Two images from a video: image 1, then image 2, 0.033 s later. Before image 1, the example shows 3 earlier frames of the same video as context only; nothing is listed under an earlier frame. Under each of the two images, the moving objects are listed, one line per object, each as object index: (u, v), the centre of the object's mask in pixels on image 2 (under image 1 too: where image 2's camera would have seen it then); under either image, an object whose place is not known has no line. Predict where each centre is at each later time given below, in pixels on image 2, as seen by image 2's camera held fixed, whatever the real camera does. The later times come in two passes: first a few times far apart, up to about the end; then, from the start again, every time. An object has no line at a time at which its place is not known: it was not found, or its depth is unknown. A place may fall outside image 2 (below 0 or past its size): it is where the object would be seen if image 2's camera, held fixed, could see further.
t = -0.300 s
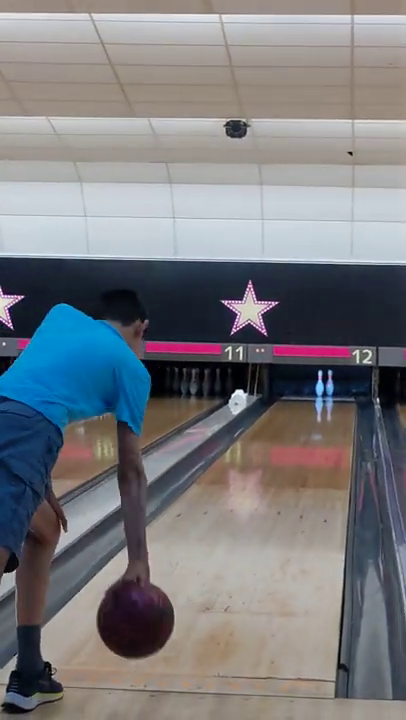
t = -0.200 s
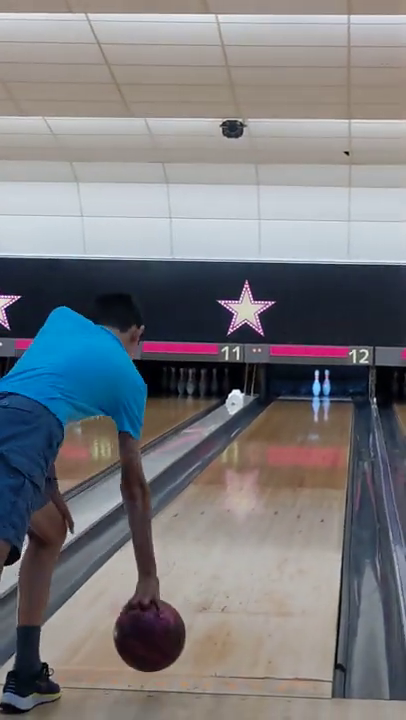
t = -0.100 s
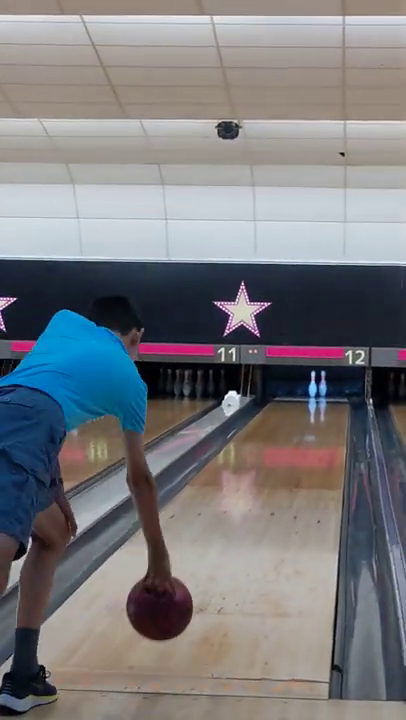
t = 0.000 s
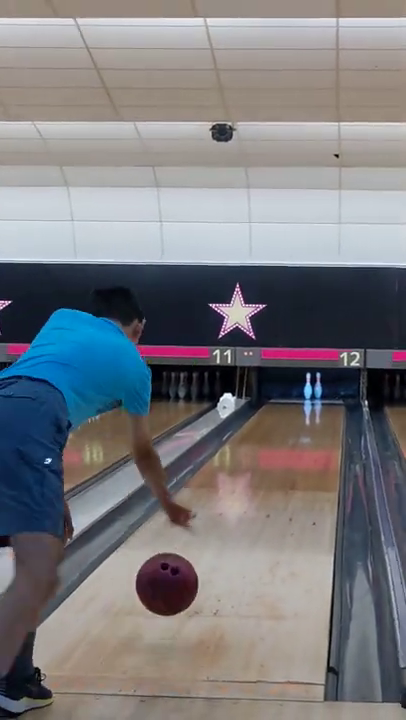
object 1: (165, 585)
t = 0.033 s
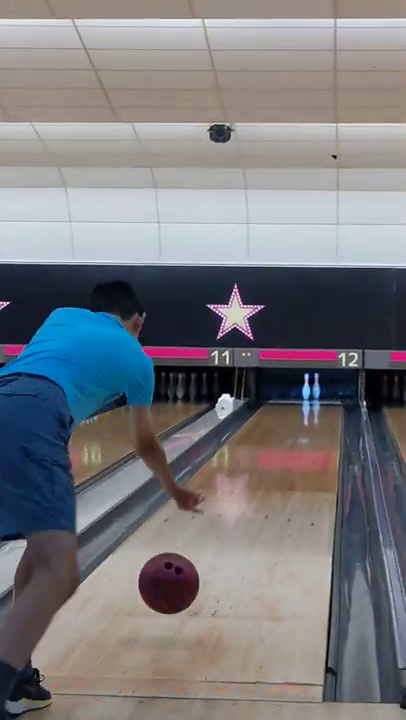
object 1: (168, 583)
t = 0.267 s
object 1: (189, 573)
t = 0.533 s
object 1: (208, 540)
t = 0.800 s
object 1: (223, 517)
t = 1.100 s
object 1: (238, 496)
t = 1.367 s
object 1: (248, 484)
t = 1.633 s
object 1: (257, 473)
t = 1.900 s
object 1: (265, 465)
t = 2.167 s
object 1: (272, 457)
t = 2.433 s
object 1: (279, 450)
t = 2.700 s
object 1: (285, 443)
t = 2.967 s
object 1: (291, 437)
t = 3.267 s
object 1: (298, 431)
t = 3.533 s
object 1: (304, 427)
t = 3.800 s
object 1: (309, 422)
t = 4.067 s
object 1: (314, 419)
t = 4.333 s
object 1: (319, 415)
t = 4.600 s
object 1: (323, 412)
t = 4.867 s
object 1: (328, 409)
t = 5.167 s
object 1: (331, 406)
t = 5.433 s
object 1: (334, 404)
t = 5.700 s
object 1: (338, 401)
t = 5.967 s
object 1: (339, 400)
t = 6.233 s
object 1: (340, 398)
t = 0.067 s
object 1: (172, 584)
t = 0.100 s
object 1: (175, 588)
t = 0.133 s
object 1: (178, 593)
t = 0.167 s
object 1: (181, 585)
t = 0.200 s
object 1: (184, 579)
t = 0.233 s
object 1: (187, 576)
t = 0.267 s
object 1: (189, 573)
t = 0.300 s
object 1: (192, 568)
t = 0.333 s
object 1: (194, 563)
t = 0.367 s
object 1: (197, 559)
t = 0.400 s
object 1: (201, 555)
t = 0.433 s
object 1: (204, 551)
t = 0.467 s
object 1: (206, 548)
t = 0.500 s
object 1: (207, 544)
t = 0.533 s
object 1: (208, 540)
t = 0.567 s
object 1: (210, 537)
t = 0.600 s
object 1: (212, 534)
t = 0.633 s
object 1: (214, 531)
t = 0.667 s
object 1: (215, 528)
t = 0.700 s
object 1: (217, 525)
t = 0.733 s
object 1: (219, 522)
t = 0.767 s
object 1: (221, 520)
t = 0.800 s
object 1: (223, 517)
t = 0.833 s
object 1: (226, 512)
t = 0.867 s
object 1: (228, 510)
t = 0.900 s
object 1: (229, 508)
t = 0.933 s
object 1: (231, 506)
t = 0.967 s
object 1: (232, 504)
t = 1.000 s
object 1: (234, 502)
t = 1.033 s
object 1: (235, 500)
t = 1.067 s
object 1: (237, 498)
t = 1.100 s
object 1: (238, 496)
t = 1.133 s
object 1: (240, 495)
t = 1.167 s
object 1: (241, 493)
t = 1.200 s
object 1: (242, 491)
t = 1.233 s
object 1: (244, 490)
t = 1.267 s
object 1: (245, 488)
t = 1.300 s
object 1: (246, 486)
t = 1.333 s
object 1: (247, 485)
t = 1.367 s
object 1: (248, 484)
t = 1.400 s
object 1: (249, 482)
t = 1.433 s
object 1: (251, 481)
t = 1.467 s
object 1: (252, 480)
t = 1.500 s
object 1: (253, 478)
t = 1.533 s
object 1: (254, 477)
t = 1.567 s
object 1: (255, 476)
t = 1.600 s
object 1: (256, 475)
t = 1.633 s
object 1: (257, 473)
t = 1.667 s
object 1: (258, 472)
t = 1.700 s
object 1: (259, 471)
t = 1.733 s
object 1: (260, 470)
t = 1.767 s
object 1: (261, 469)
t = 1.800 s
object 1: (262, 468)
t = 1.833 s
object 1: (263, 466)
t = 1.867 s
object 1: (264, 466)
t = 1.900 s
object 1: (265, 465)
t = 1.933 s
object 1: (266, 464)
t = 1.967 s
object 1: (267, 462)
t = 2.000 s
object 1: (268, 461)
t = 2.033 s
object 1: (268, 460)
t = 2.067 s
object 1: (269, 460)
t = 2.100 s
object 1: (270, 459)
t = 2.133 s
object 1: (271, 458)
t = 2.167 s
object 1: (272, 457)
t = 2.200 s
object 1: (273, 456)
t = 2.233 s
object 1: (273, 455)
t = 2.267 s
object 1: (275, 454)
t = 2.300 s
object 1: (275, 453)
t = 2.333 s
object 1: (276, 452)
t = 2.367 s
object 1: (277, 451)
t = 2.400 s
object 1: (278, 451)
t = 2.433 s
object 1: (279, 450)
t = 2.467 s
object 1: (280, 449)
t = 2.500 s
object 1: (280, 448)
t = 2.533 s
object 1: (281, 447)
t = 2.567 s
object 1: (282, 446)
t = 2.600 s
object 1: (283, 446)
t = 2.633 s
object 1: (284, 445)
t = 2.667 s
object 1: (285, 444)
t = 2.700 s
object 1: (285, 443)
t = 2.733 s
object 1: (286, 442)
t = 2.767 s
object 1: (287, 442)
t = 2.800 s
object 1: (287, 441)
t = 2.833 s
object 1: (289, 439)
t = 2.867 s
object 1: (289, 439)
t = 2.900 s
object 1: (290, 438)
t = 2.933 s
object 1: (290, 437)
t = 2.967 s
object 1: (291, 437)
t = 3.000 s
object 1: (292, 437)
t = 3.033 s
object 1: (293, 436)
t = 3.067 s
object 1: (294, 434)
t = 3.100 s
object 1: (294, 434)
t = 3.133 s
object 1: (295, 434)
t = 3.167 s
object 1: (296, 433)
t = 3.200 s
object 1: (297, 433)
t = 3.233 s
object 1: (298, 432)
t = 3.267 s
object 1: (298, 431)
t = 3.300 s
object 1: (299, 431)
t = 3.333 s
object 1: (299, 430)
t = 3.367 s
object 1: (300, 429)
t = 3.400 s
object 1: (301, 429)
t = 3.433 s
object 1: (302, 428)
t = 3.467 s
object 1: (302, 428)
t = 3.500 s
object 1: (303, 427)
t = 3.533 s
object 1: (304, 427)
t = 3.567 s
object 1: (304, 426)
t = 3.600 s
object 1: (305, 426)
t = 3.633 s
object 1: (306, 425)
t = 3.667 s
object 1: (307, 424)
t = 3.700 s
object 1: (307, 424)
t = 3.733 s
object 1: (308, 423)
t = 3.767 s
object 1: (308, 423)
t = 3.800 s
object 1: (309, 422)
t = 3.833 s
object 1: (310, 422)
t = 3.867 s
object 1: (310, 421)
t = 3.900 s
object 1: (311, 421)
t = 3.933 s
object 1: (311, 420)
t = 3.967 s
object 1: (312, 420)
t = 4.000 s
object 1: (313, 419)
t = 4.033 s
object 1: (314, 419)
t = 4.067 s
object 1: (314, 419)
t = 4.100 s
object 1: (315, 418)
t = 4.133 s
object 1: (315, 418)
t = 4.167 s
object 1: (316, 417)
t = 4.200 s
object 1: (317, 416)
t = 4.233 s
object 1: (317, 416)
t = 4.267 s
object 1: (318, 416)
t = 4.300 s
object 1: (318, 416)
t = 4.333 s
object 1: (319, 415)
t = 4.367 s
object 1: (320, 415)
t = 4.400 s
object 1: (320, 415)
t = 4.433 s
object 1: (320, 414)
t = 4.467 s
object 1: (321, 414)
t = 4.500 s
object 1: (321, 413)
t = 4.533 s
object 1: (322, 413)
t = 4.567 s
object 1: (323, 413)
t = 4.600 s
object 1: (323, 412)
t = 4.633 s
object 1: (324, 412)
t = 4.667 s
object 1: (324, 411)
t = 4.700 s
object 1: (325, 411)
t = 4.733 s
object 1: (326, 410)
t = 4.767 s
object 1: (326, 410)
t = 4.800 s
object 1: (326, 410)
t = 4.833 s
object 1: (327, 410)
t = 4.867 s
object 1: (328, 409)
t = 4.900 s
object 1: (328, 409)
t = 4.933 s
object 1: (328, 409)
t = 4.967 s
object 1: (329, 408)
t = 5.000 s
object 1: (329, 408)
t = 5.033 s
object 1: (329, 408)
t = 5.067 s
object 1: (330, 407)
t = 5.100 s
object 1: (330, 407)
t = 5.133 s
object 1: (331, 407)
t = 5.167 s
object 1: (331, 406)
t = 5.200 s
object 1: (332, 406)
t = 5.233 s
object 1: (332, 405)
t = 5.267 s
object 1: (332, 405)
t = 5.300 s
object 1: (333, 405)
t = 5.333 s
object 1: (334, 405)
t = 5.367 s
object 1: (334, 404)
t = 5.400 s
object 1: (334, 404)
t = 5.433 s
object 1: (334, 404)
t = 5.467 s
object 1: (335, 403)
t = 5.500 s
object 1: (335, 403)
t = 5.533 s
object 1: (335, 403)
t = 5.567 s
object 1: (335, 402)
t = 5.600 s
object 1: (336, 402)
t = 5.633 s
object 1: (336, 402)
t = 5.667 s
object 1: (337, 401)
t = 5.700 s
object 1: (338, 401)
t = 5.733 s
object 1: (338, 401)
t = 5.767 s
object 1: (337, 400)
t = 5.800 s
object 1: (338, 401)
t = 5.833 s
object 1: (338, 400)
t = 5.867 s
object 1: (338, 400)
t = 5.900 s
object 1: (339, 400)
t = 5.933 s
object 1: (339, 400)
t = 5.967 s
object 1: (339, 400)
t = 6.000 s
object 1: (339, 399)
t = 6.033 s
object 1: (339, 399)
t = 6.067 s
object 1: (340, 399)
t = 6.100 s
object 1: (339, 399)
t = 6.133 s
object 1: (340, 398)
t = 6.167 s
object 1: (340, 398)
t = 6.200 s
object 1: (340, 398)
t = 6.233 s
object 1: (340, 398)
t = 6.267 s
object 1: (339, 397)
